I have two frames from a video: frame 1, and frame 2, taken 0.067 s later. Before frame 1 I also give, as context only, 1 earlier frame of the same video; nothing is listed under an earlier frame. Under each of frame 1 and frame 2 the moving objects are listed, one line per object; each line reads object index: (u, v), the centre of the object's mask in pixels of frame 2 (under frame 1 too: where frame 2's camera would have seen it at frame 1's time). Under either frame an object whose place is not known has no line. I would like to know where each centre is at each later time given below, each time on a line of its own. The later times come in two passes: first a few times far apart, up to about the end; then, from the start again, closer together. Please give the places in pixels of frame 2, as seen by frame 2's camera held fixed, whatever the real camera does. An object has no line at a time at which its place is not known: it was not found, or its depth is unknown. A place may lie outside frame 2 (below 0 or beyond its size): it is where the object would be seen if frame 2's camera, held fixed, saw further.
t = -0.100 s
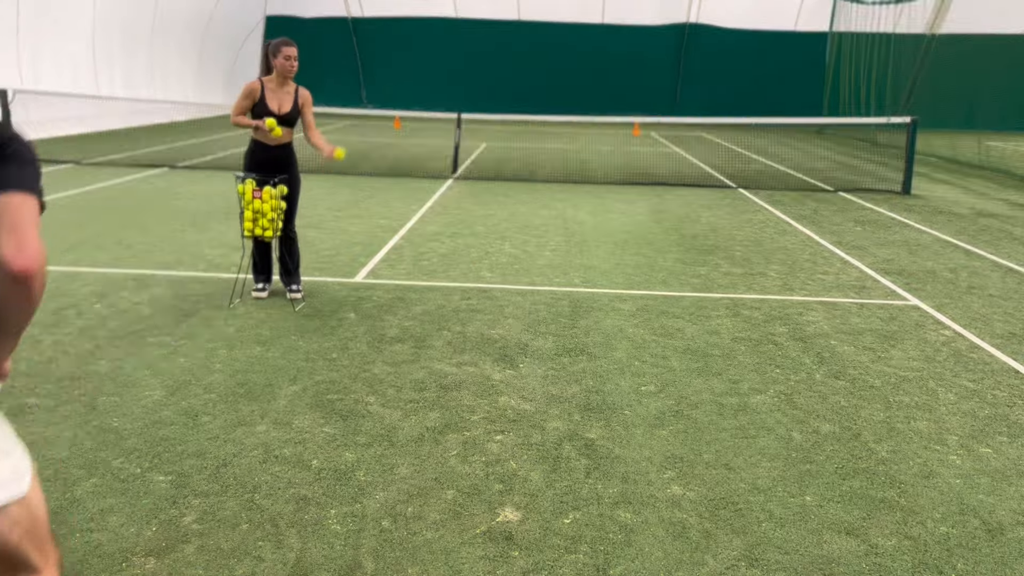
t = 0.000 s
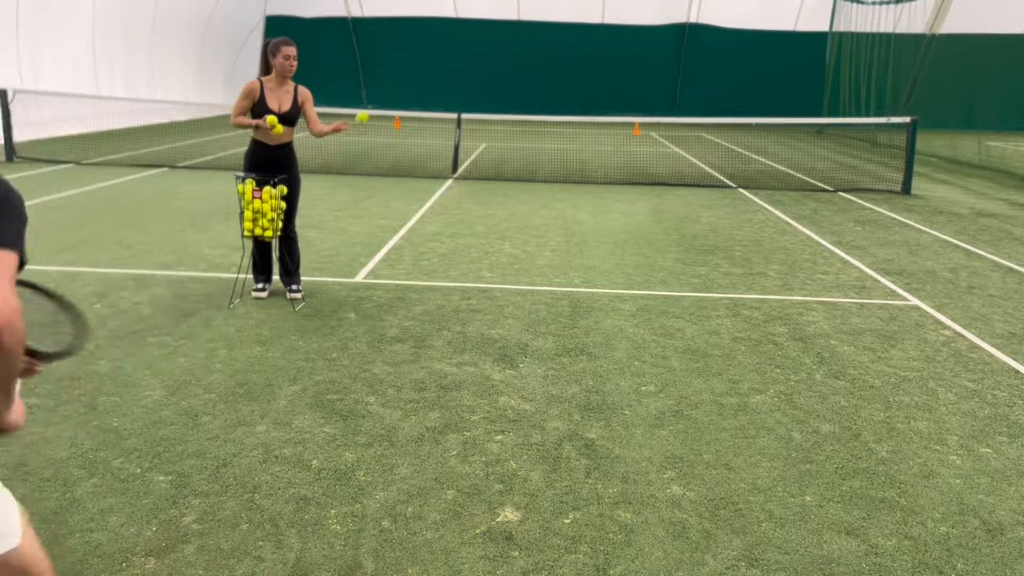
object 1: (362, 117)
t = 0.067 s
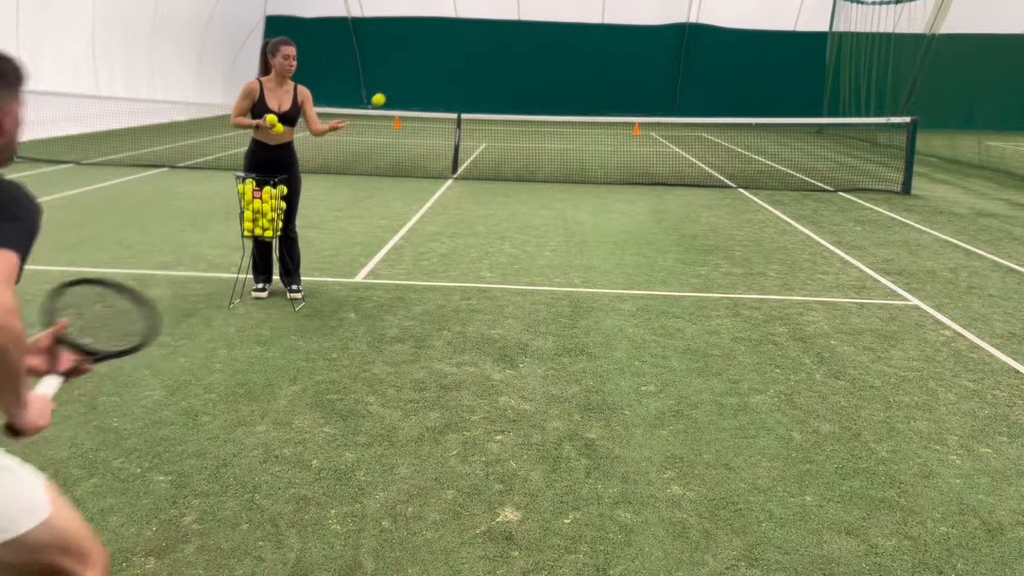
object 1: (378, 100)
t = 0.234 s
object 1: (421, 89)
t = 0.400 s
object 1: (468, 127)
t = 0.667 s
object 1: (542, 299)
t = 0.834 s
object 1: (586, 315)
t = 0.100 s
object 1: (387, 94)
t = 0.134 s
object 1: (395, 90)
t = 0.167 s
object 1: (404, 88)
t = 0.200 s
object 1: (413, 88)
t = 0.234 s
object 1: (421, 89)
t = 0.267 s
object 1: (431, 93)
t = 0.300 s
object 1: (440, 99)
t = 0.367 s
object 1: (458, 116)
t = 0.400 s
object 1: (468, 127)
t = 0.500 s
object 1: (496, 176)
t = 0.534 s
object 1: (505, 197)
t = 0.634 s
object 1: (534, 272)
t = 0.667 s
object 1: (542, 299)
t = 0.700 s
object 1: (552, 332)
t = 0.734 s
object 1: (561, 364)
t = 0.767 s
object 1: (570, 350)
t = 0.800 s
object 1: (578, 332)
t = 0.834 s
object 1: (586, 315)
